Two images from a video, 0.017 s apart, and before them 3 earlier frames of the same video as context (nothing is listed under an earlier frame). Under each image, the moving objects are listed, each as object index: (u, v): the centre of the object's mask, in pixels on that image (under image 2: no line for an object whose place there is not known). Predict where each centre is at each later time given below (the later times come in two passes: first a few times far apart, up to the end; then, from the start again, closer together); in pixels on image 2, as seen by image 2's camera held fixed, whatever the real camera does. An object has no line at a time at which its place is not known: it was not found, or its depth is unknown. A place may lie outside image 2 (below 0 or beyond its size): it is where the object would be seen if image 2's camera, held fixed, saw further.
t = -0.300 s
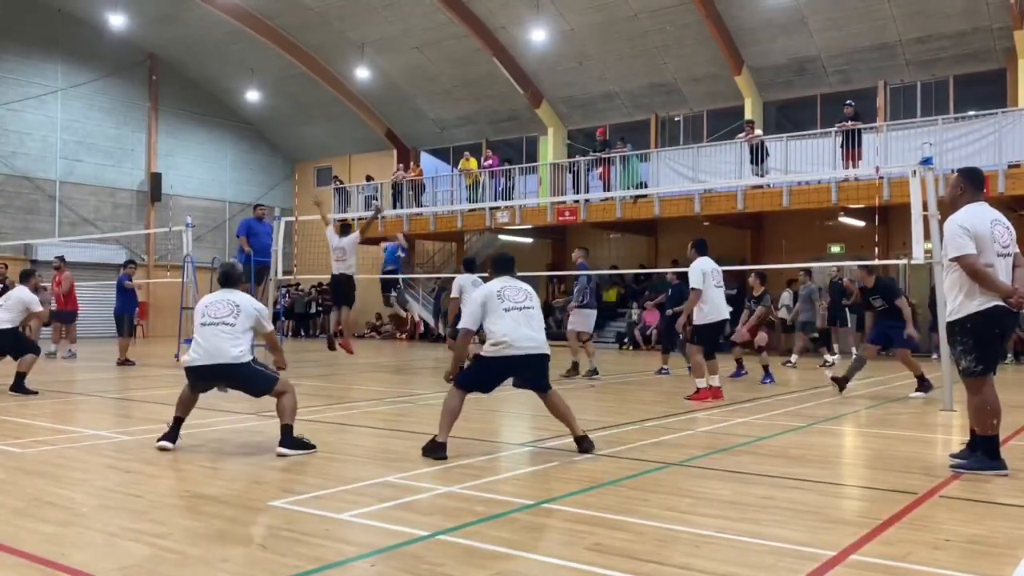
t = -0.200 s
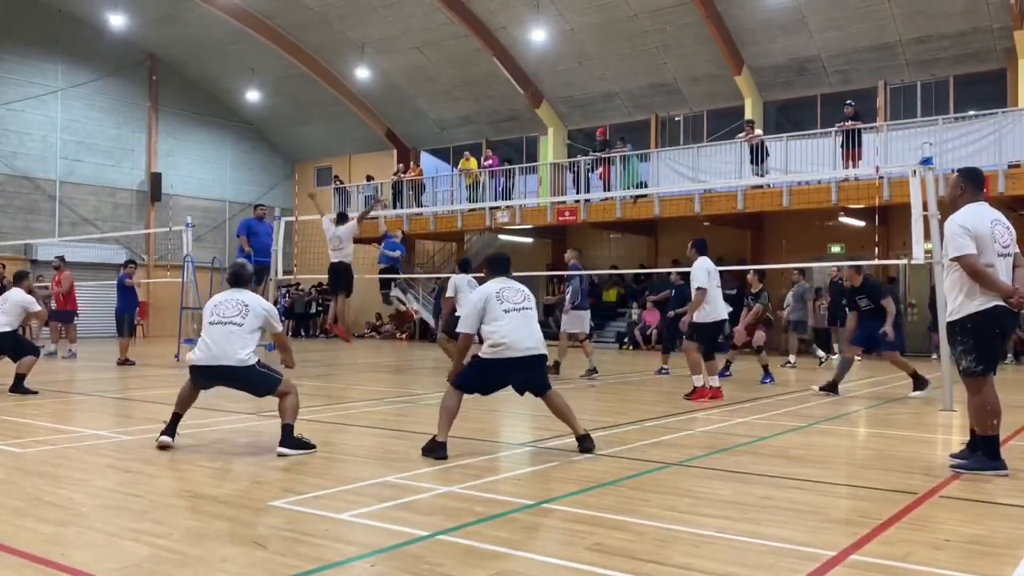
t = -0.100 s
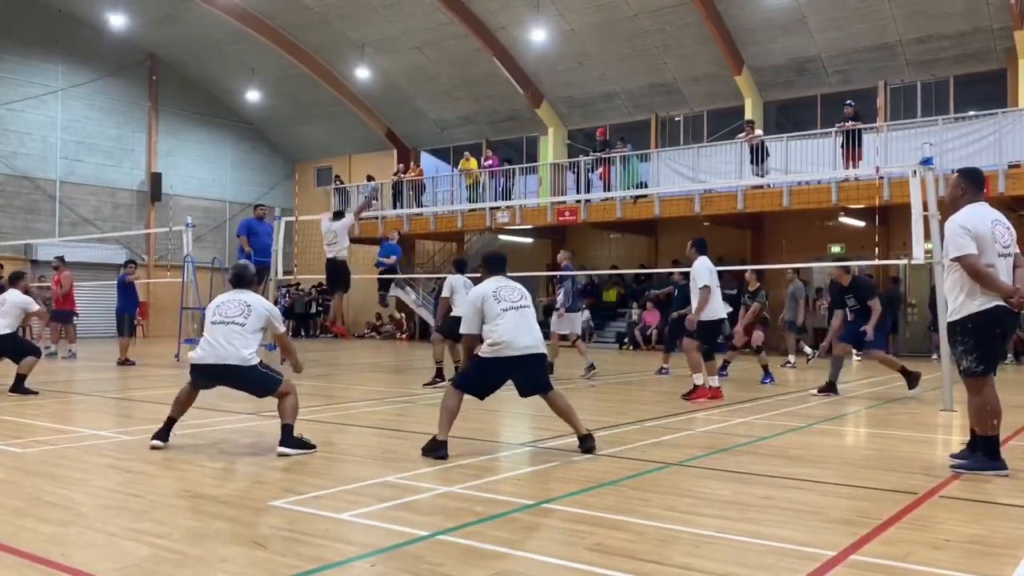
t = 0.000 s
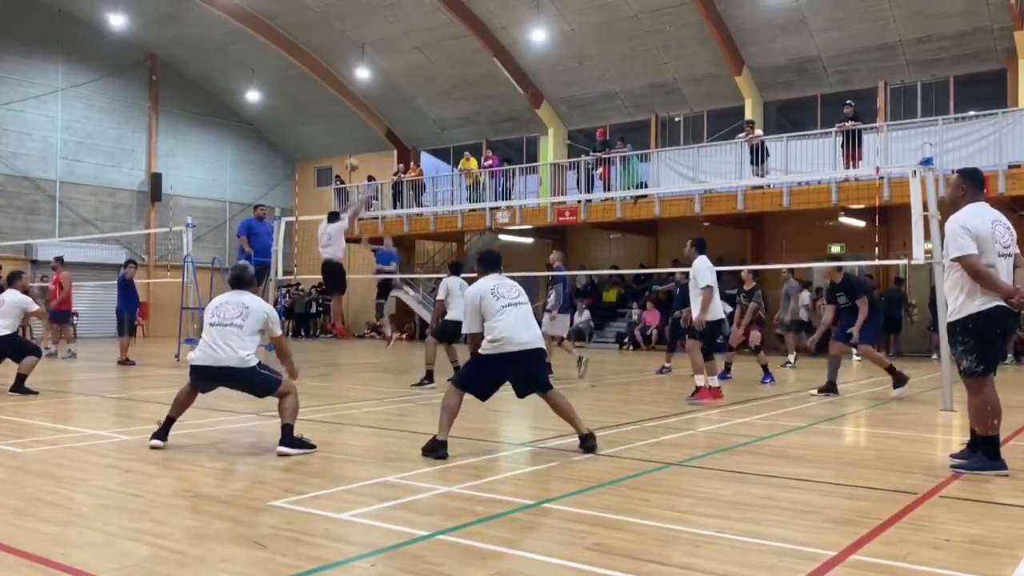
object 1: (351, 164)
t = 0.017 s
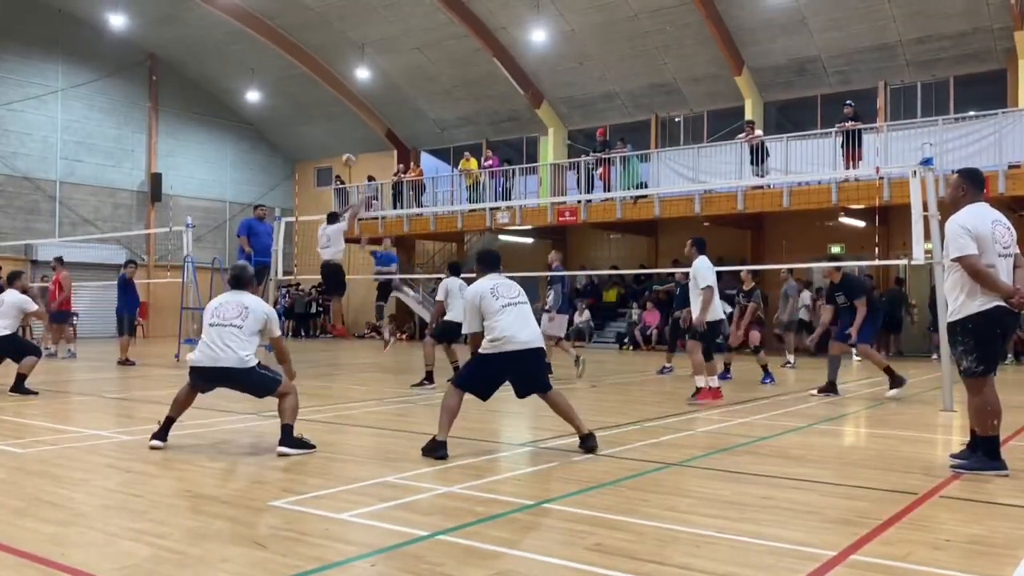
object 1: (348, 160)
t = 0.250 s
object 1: (286, 115)
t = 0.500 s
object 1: (209, 109)
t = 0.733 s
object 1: (124, 157)
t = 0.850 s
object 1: (78, 205)
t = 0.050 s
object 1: (339, 152)
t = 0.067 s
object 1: (335, 147)
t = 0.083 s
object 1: (330, 143)
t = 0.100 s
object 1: (326, 140)
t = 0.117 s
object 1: (322, 136)
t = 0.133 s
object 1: (318, 133)
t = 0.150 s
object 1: (313, 130)
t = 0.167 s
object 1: (309, 127)
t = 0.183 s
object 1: (304, 124)
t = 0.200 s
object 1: (300, 121)
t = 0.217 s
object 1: (295, 118)
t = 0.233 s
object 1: (291, 116)
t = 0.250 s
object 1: (286, 115)
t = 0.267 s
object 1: (281, 112)
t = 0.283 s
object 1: (276, 111)
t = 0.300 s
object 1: (272, 109)
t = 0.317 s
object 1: (267, 107)
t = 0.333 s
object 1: (263, 107)
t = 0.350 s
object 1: (256, 105)
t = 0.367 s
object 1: (250, 106)
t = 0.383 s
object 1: (243, 105)
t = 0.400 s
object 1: (240, 103)
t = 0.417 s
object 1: (235, 104)
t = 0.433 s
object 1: (231, 106)
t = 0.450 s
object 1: (225, 106)
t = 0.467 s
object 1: (219, 106)
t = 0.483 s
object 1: (215, 107)
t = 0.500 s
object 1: (209, 109)
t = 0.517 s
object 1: (203, 110)
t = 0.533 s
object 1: (198, 111)
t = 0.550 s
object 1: (192, 114)
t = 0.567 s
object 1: (187, 116)
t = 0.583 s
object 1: (181, 119)
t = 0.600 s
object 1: (174, 121)
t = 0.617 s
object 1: (168, 125)
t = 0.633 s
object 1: (162, 129)
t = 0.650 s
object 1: (157, 132)
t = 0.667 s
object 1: (150, 136)
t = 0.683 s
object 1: (144, 142)
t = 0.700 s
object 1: (136, 148)
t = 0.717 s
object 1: (131, 153)
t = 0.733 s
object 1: (124, 157)
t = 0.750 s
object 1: (118, 164)
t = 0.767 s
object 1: (112, 170)
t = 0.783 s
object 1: (104, 177)
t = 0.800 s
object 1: (97, 184)
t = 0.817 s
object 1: (93, 191)
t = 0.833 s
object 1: (83, 198)
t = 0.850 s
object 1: (78, 205)
